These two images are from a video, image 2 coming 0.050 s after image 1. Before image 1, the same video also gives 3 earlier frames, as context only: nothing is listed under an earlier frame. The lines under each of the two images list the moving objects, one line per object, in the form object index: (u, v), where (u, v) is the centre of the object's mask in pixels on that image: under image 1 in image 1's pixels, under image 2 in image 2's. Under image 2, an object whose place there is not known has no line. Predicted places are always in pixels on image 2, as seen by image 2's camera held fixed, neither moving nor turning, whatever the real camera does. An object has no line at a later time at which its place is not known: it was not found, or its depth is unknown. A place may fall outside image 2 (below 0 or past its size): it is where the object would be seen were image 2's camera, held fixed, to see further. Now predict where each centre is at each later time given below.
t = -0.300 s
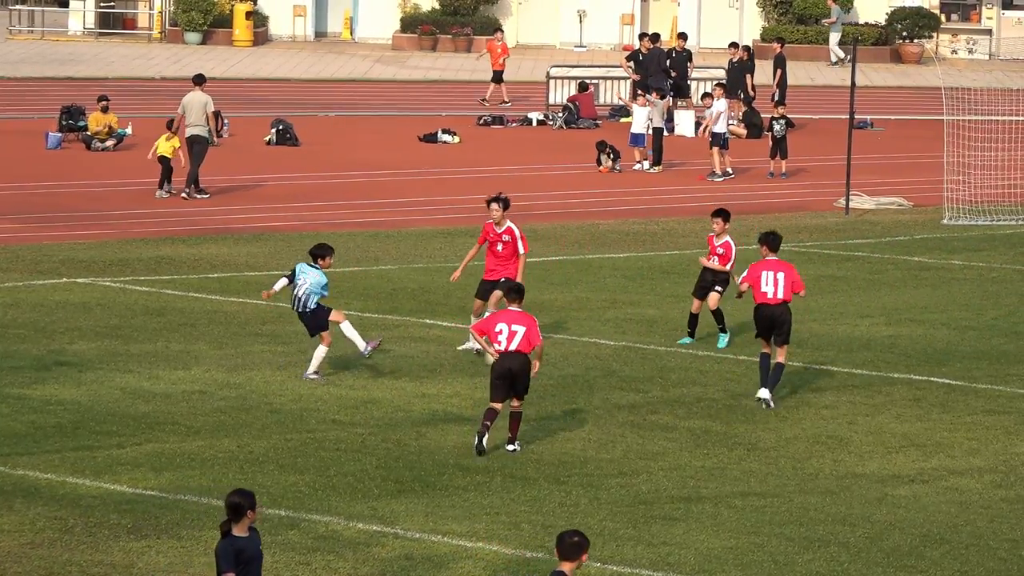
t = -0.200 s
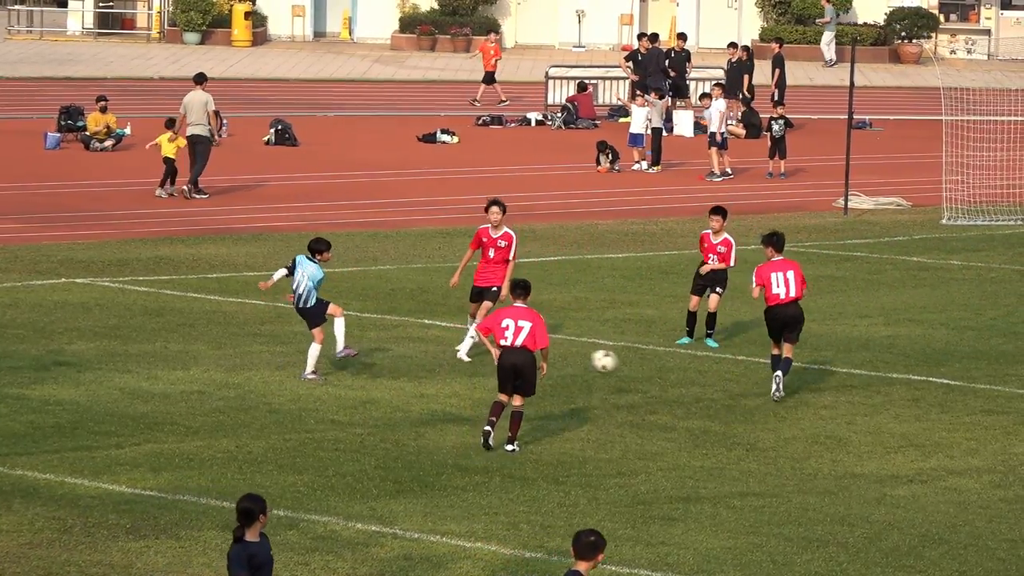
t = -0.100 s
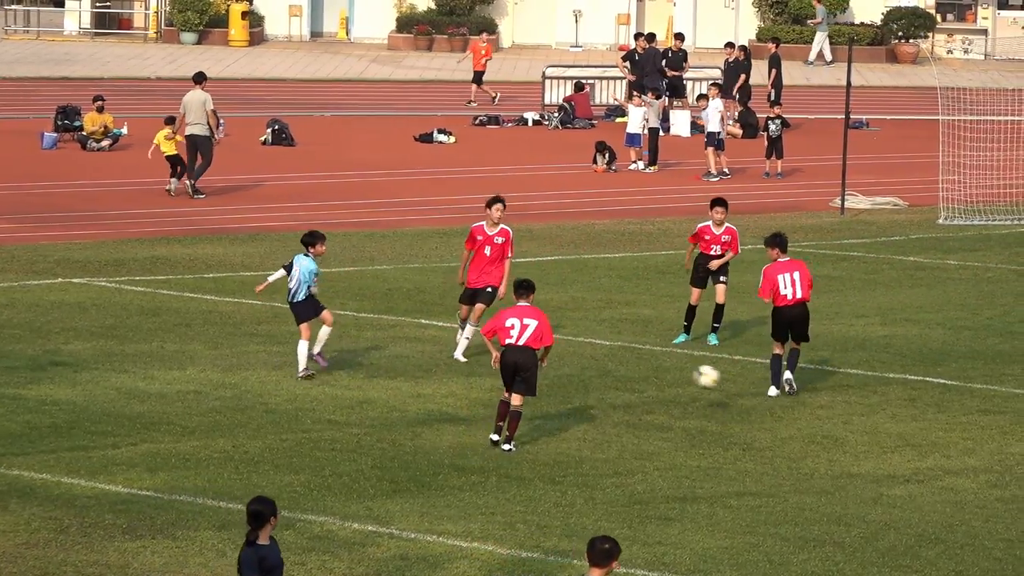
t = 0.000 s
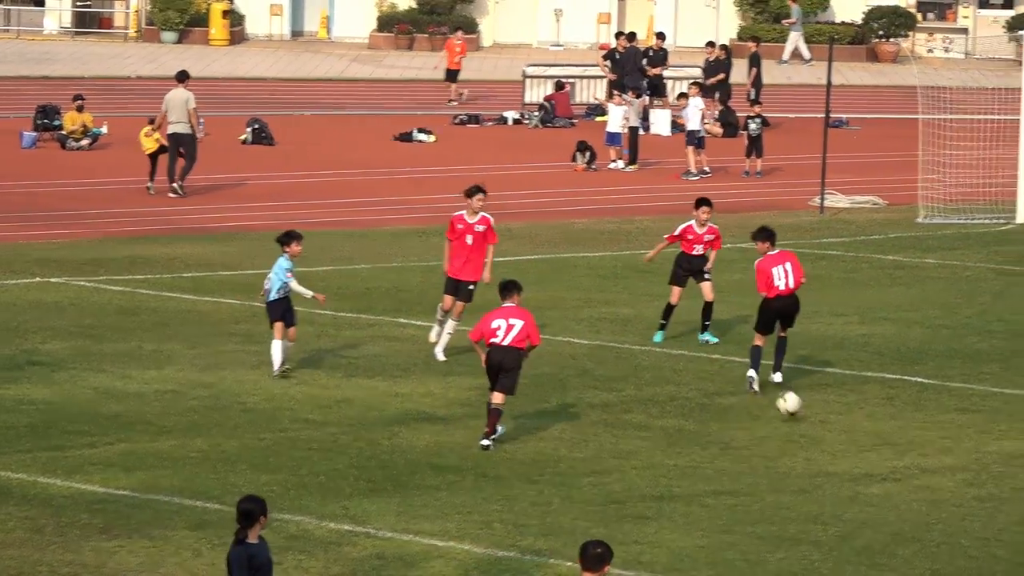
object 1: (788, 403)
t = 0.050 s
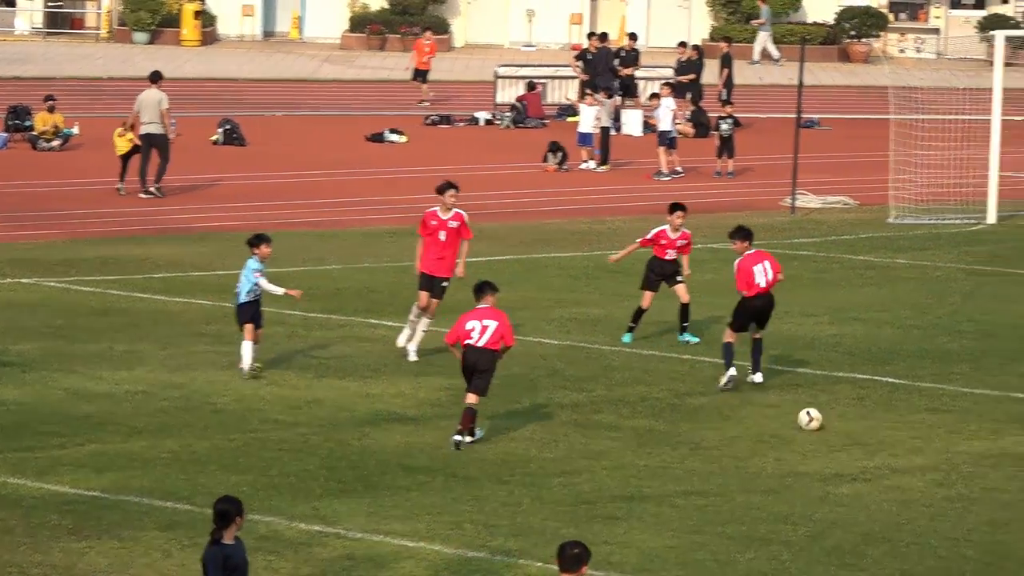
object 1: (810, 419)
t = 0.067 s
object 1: (823, 417)
